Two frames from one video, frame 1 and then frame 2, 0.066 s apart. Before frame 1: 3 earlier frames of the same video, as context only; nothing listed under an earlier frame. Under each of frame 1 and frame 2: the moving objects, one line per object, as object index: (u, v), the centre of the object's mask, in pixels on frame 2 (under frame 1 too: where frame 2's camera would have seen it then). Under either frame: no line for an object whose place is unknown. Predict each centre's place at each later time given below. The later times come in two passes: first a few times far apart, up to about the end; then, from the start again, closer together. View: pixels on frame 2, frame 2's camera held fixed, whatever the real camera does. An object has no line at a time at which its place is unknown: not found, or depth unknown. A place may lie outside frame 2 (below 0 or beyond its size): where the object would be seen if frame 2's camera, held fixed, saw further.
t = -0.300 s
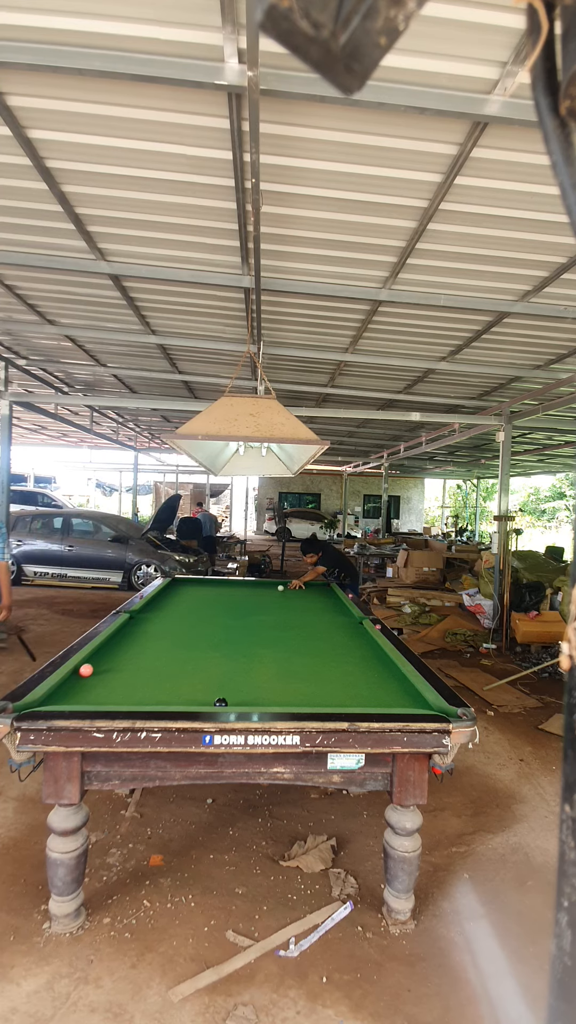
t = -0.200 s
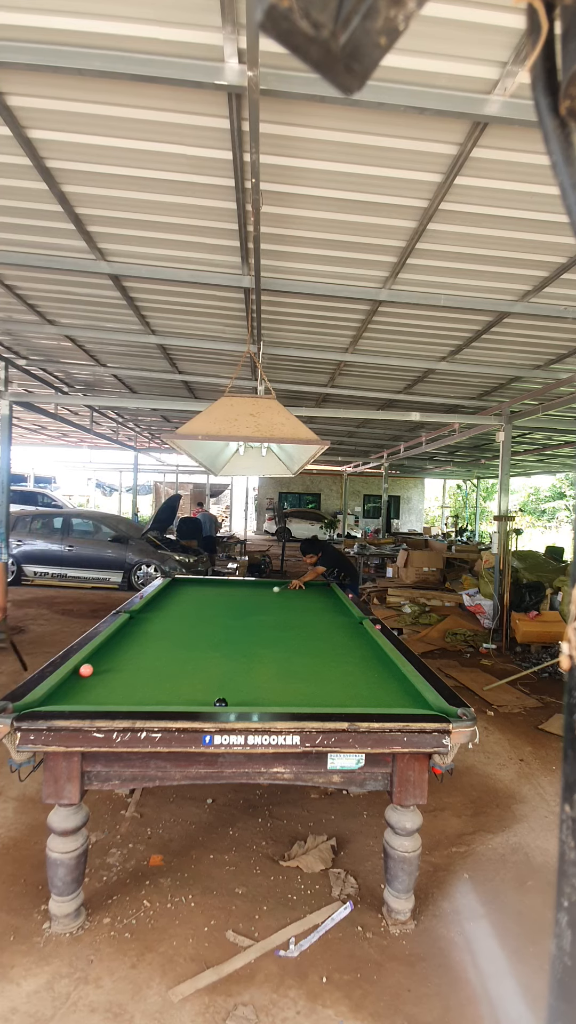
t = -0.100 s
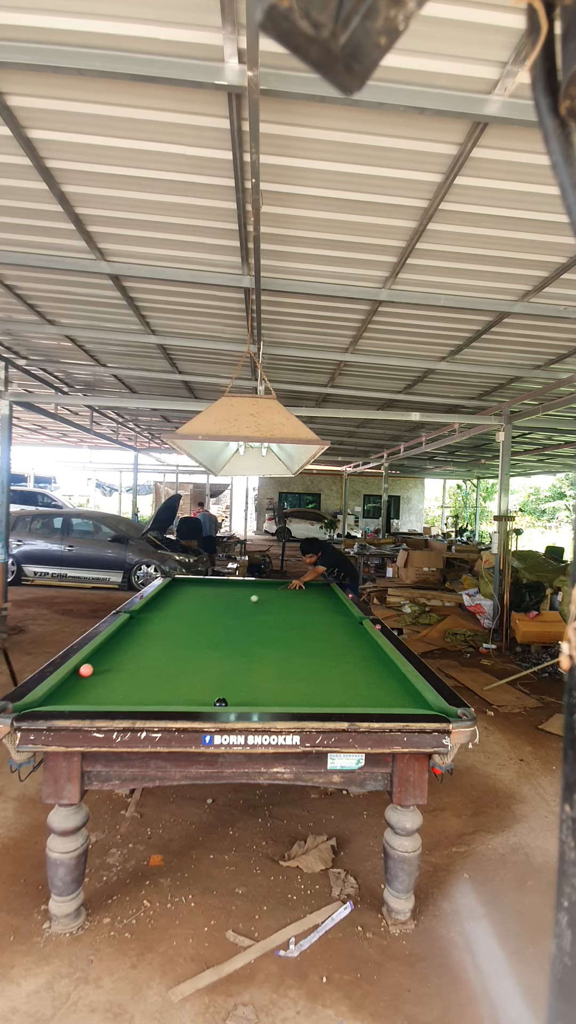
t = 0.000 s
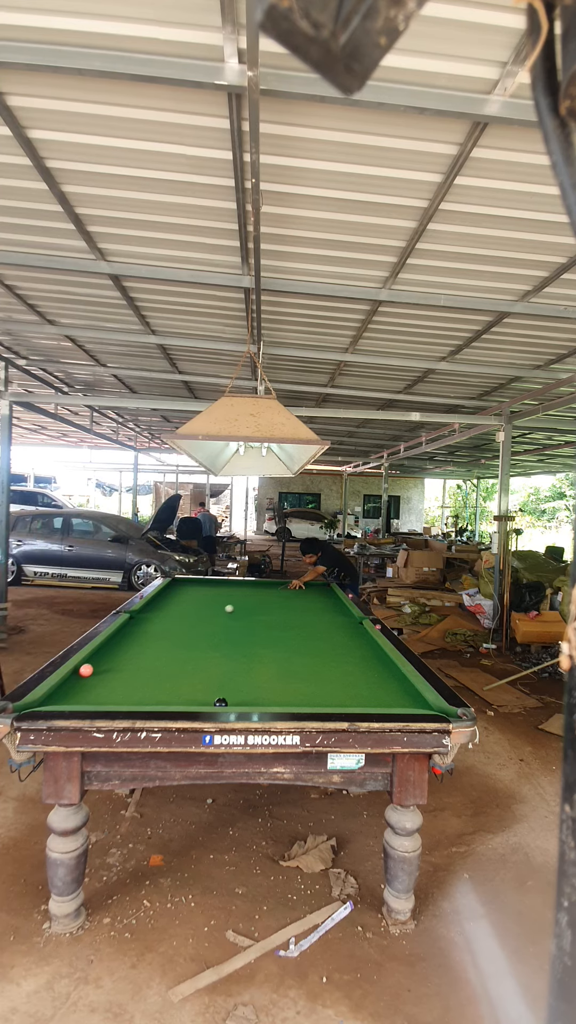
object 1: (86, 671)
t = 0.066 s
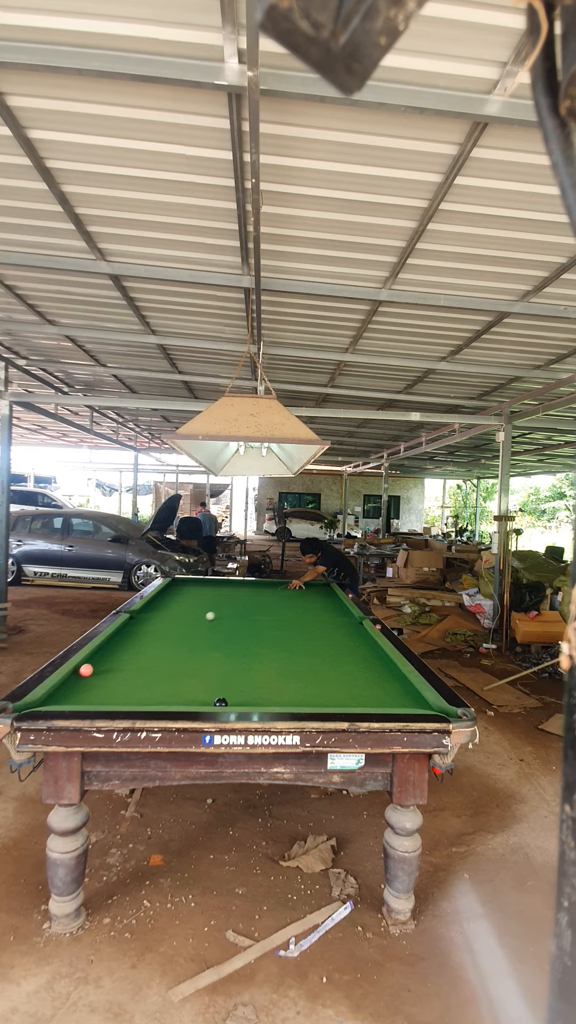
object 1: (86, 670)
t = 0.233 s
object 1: (86, 670)
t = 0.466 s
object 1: (82, 688)
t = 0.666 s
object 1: (98, 691)
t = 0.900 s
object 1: (129, 667)
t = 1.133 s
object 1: (153, 649)
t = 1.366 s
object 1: (171, 634)
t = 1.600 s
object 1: (186, 623)
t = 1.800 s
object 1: (196, 615)
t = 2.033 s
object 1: (206, 608)
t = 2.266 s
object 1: (215, 601)
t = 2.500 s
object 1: (222, 596)
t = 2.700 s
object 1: (228, 591)
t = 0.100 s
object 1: (86, 671)
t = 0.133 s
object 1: (86, 670)
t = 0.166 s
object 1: (86, 670)
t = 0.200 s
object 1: (86, 671)
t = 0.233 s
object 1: (86, 670)
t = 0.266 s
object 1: (86, 670)
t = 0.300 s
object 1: (86, 671)
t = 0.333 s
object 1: (86, 670)
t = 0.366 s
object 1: (85, 671)
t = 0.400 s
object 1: (85, 675)
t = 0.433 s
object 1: (83, 681)
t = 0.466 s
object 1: (82, 688)
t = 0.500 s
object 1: (80, 695)
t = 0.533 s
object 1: (78, 701)
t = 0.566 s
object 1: (79, 702)
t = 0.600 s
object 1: (86, 700)
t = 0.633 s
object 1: (92, 695)
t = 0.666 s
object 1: (98, 691)
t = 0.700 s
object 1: (103, 687)
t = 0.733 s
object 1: (108, 684)
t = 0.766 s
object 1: (112, 680)
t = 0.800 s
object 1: (117, 676)
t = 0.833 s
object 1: (121, 673)
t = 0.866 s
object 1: (125, 670)
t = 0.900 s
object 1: (129, 667)
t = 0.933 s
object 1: (133, 664)
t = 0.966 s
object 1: (137, 661)
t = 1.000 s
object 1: (140, 658)
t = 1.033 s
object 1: (144, 656)
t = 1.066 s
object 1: (147, 653)
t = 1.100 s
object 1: (150, 651)
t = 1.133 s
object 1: (153, 649)
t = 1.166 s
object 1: (156, 646)
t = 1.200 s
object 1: (159, 644)
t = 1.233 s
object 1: (161, 642)
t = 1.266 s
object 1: (164, 640)
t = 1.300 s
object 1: (167, 638)
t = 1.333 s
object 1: (169, 636)
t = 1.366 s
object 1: (171, 634)
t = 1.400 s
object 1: (174, 633)
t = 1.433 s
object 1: (176, 631)
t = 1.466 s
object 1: (178, 629)
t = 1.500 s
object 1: (180, 628)
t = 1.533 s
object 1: (182, 626)
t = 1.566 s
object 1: (184, 625)
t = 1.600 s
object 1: (186, 623)
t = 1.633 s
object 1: (188, 622)
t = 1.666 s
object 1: (189, 620)
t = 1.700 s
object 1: (191, 619)
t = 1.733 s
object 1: (193, 618)
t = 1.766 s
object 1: (195, 617)
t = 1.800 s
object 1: (196, 615)
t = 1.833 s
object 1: (198, 614)
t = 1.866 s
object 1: (199, 613)
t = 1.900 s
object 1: (201, 612)
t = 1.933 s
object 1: (202, 611)
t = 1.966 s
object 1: (203, 610)
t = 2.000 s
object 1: (205, 609)
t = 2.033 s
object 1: (206, 608)
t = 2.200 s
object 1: (212, 603)
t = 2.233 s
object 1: (214, 602)
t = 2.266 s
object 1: (215, 601)
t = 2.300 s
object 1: (216, 601)
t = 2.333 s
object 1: (217, 600)
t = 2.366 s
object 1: (218, 599)
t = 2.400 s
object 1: (219, 598)
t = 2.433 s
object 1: (220, 597)
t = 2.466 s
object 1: (221, 597)
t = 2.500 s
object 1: (222, 596)
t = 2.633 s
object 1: (226, 593)
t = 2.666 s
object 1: (227, 592)
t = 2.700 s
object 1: (228, 591)
